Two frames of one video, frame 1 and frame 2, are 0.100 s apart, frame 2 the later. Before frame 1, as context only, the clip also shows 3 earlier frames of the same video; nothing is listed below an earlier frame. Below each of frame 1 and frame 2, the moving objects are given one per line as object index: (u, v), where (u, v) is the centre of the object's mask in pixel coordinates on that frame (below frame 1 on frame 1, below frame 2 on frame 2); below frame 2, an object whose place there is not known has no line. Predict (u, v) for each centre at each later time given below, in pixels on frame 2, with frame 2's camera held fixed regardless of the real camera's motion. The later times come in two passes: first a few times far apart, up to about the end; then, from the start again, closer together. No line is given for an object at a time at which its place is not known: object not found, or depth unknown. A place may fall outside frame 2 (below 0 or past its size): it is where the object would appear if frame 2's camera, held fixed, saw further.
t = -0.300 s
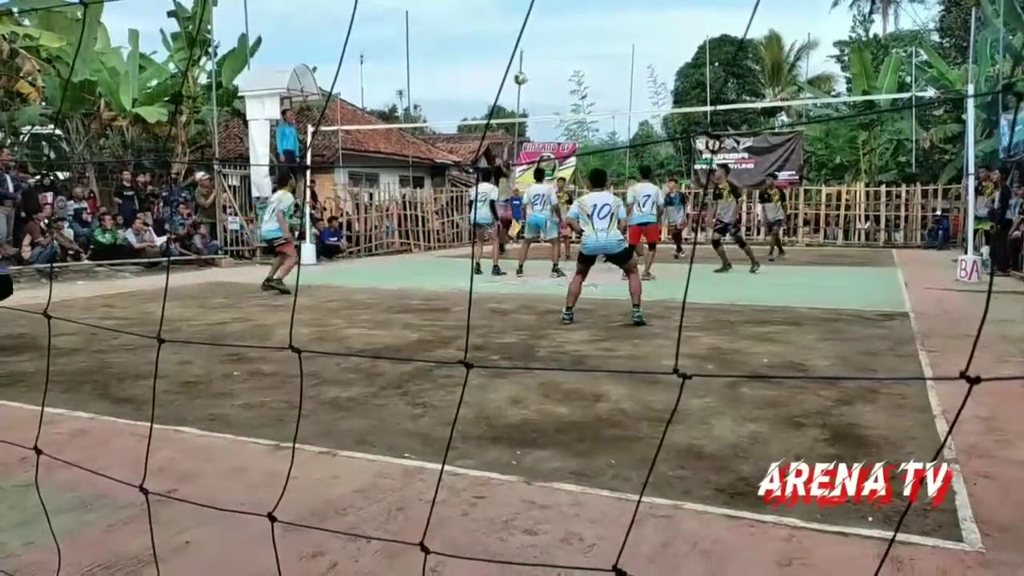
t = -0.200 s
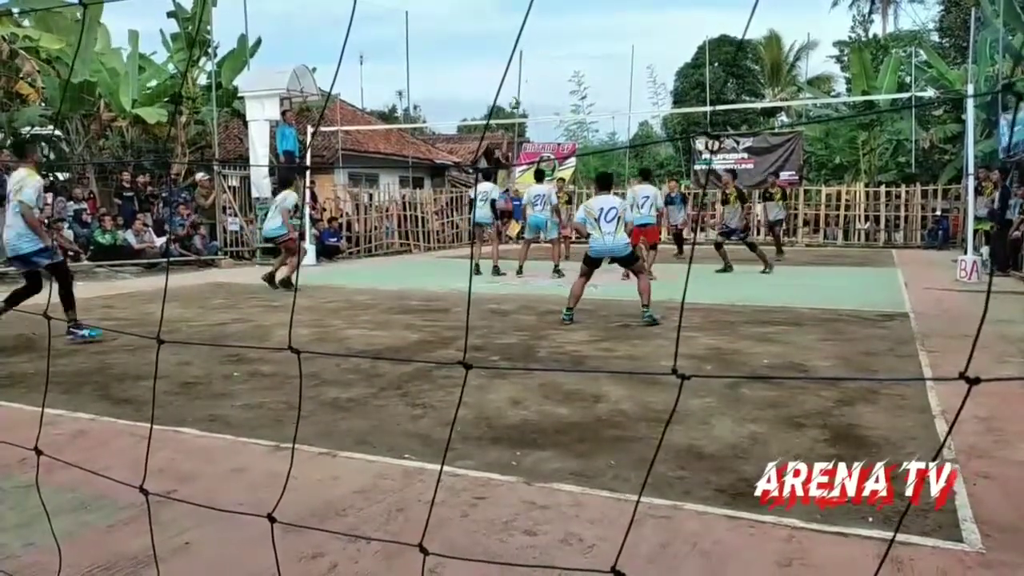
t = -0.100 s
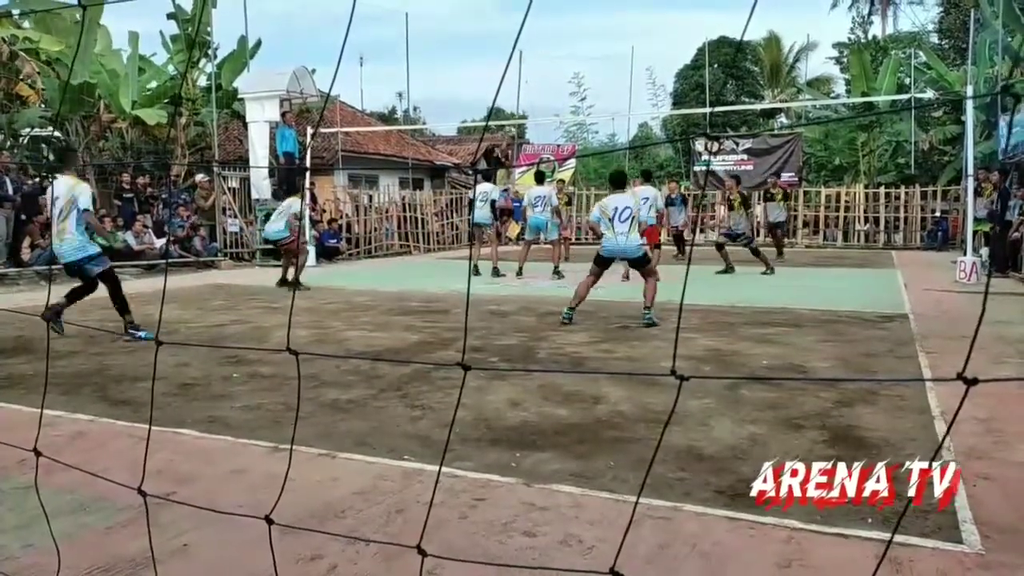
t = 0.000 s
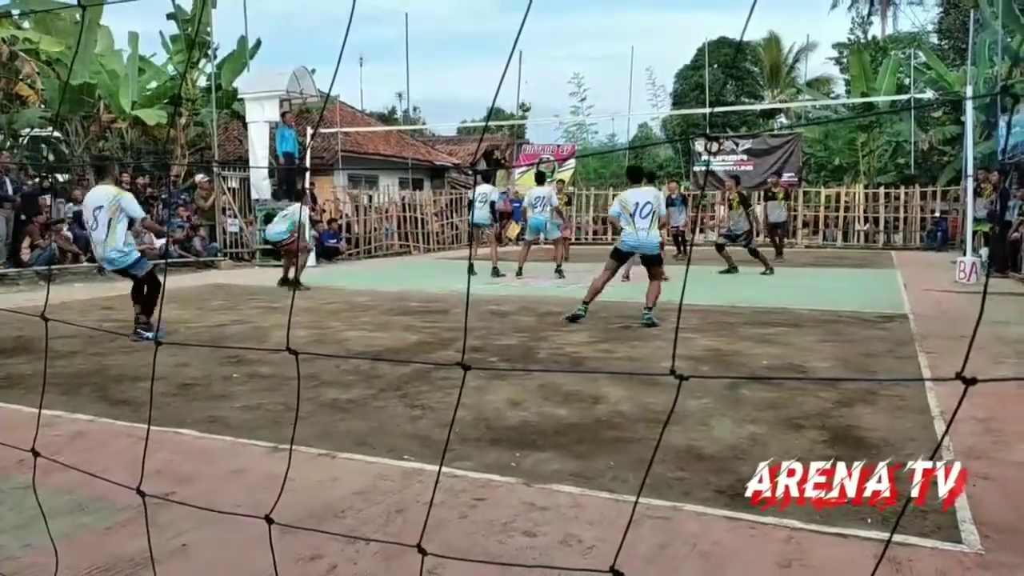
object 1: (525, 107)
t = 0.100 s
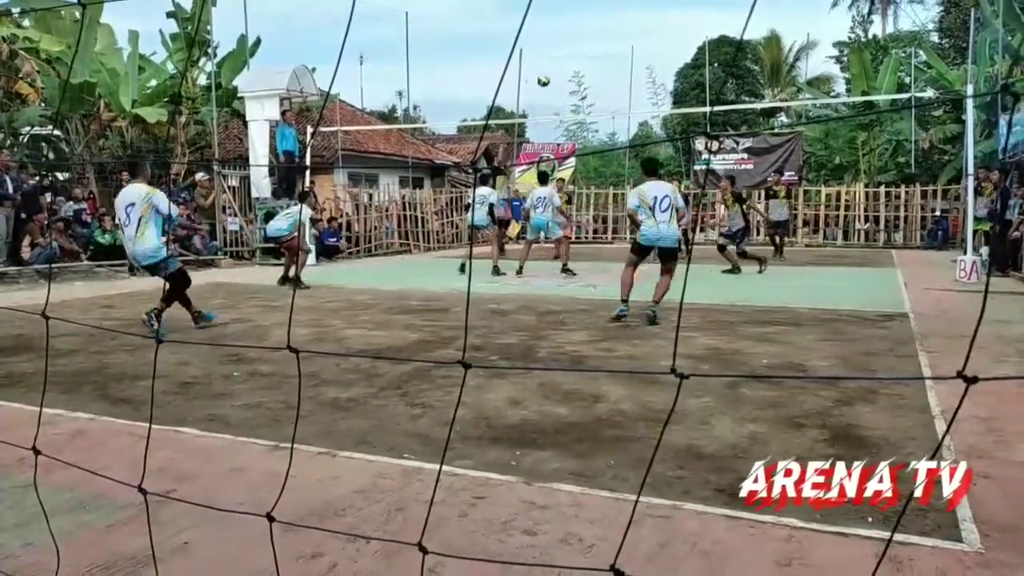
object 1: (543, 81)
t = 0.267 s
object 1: (574, 53)
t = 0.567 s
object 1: (628, 46)
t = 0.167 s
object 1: (555, 68)
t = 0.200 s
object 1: (561, 61)
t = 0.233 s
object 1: (568, 57)
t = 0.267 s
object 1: (574, 53)
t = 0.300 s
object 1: (580, 49)
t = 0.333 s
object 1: (586, 46)
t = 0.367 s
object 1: (592, 44)
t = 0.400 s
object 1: (598, 42)
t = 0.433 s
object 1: (604, 42)
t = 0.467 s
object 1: (610, 42)
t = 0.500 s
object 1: (616, 43)
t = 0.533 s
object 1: (622, 44)
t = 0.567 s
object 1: (628, 46)
